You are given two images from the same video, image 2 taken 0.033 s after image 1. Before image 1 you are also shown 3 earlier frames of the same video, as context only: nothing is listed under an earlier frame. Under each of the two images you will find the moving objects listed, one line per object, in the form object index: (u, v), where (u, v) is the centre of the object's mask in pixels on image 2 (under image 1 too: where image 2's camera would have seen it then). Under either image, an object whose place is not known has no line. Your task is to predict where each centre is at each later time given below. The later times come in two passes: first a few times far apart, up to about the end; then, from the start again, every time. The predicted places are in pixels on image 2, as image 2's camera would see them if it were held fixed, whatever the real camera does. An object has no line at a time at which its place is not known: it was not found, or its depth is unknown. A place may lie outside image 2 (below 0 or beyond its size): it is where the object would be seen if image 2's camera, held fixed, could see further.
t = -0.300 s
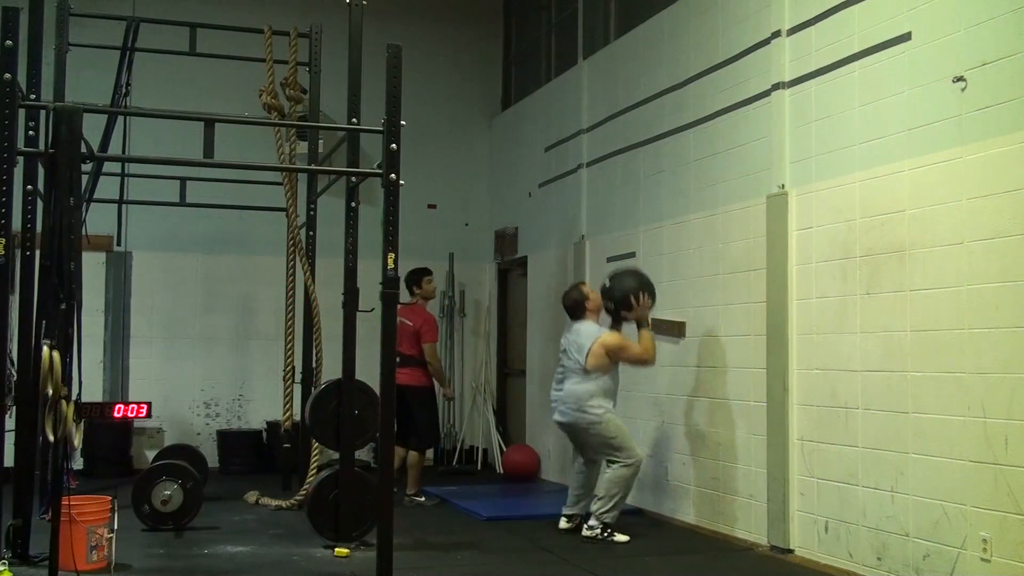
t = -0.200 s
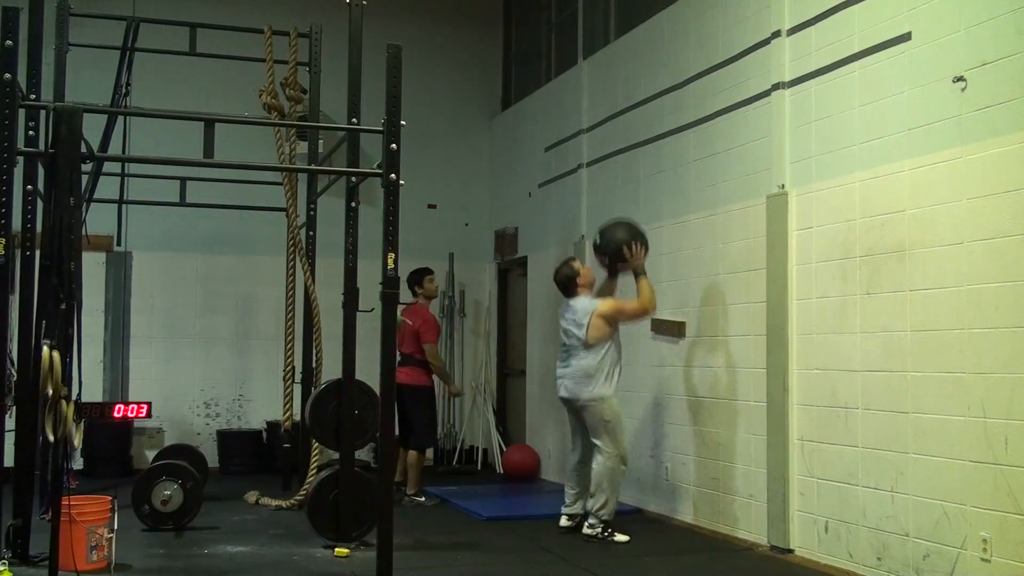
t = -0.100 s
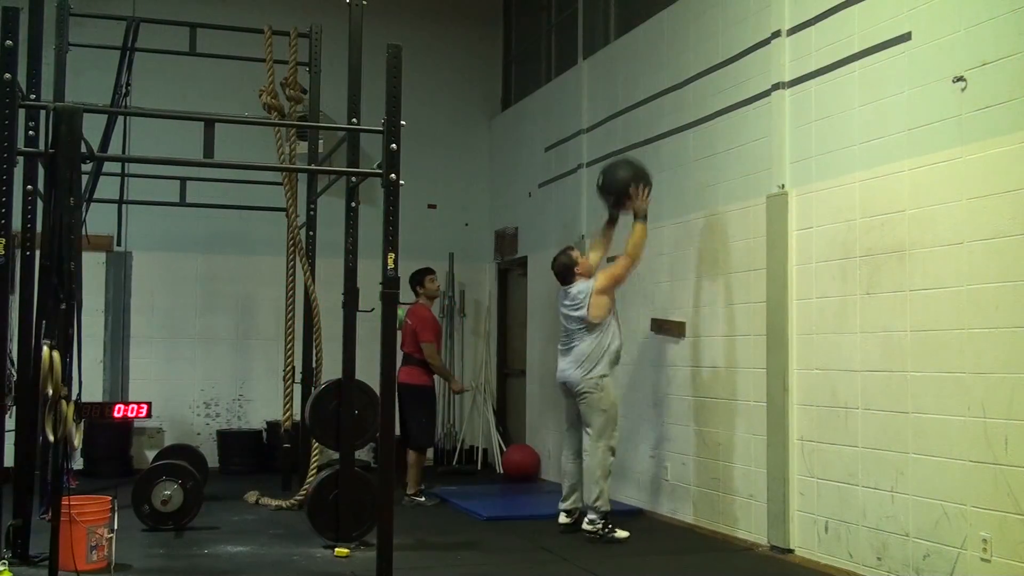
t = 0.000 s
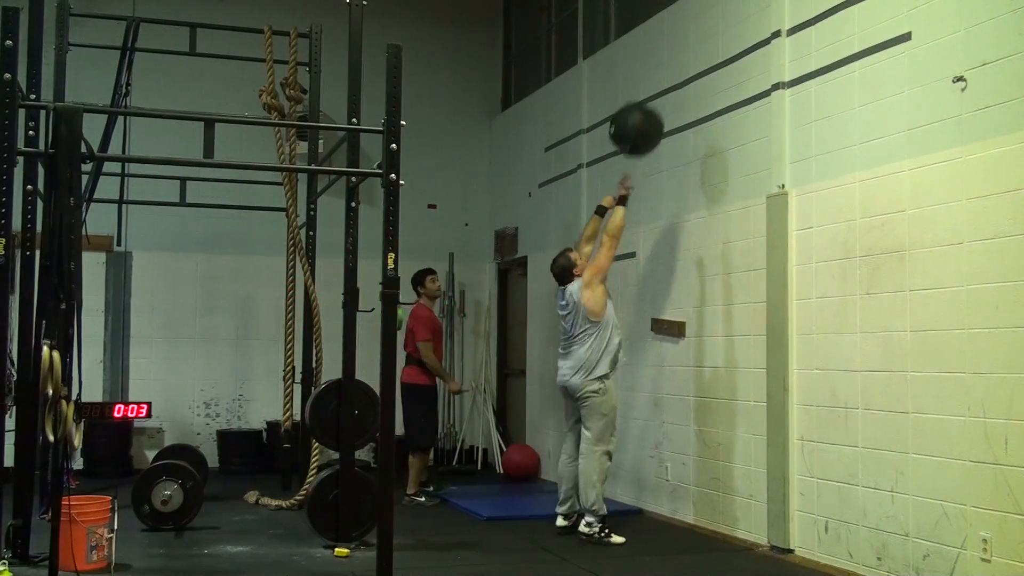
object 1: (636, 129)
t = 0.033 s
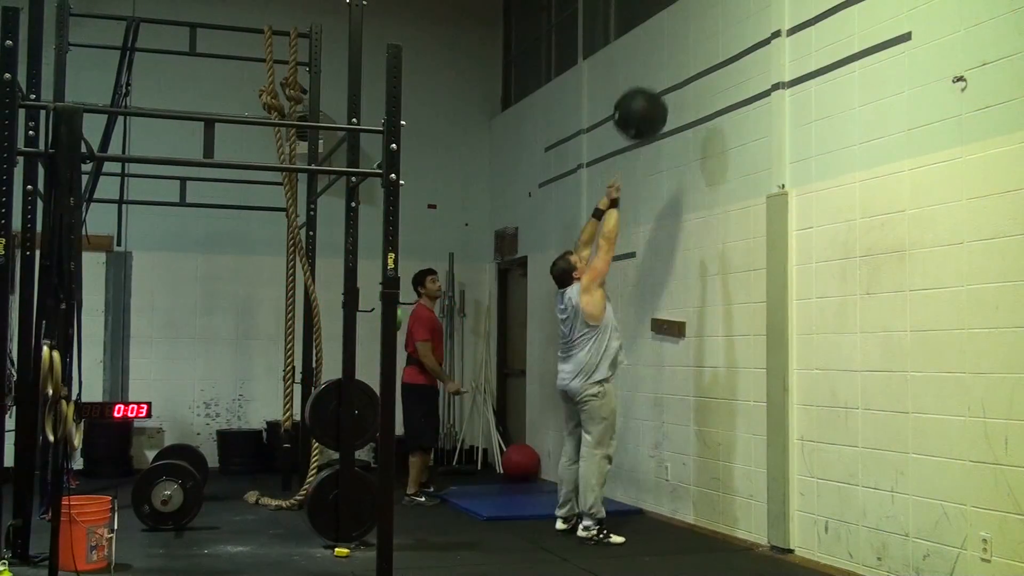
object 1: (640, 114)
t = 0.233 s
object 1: (664, 57)
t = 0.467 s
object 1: (691, 62)
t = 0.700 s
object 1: (677, 132)
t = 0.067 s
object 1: (644, 101)
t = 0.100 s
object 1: (648, 89)
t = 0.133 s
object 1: (652, 78)
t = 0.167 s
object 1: (656, 70)
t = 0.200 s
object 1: (660, 63)
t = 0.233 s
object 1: (664, 57)
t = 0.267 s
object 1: (668, 53)
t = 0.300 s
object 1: (672, 51)
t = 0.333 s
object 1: (676, 50)
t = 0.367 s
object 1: (680, 51)
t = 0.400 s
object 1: (685, 53)
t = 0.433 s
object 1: (689, 57)
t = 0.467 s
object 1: (691, 62)
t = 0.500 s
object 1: (690, 67)
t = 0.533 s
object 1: (688, 74)
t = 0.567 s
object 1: (686, 82)
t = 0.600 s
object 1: (683, 92)
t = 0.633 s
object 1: (681, 104)
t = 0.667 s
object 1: (680, 118)
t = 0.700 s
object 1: (677, 132)
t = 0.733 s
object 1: (675, 149)
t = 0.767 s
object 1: (674, 168)
